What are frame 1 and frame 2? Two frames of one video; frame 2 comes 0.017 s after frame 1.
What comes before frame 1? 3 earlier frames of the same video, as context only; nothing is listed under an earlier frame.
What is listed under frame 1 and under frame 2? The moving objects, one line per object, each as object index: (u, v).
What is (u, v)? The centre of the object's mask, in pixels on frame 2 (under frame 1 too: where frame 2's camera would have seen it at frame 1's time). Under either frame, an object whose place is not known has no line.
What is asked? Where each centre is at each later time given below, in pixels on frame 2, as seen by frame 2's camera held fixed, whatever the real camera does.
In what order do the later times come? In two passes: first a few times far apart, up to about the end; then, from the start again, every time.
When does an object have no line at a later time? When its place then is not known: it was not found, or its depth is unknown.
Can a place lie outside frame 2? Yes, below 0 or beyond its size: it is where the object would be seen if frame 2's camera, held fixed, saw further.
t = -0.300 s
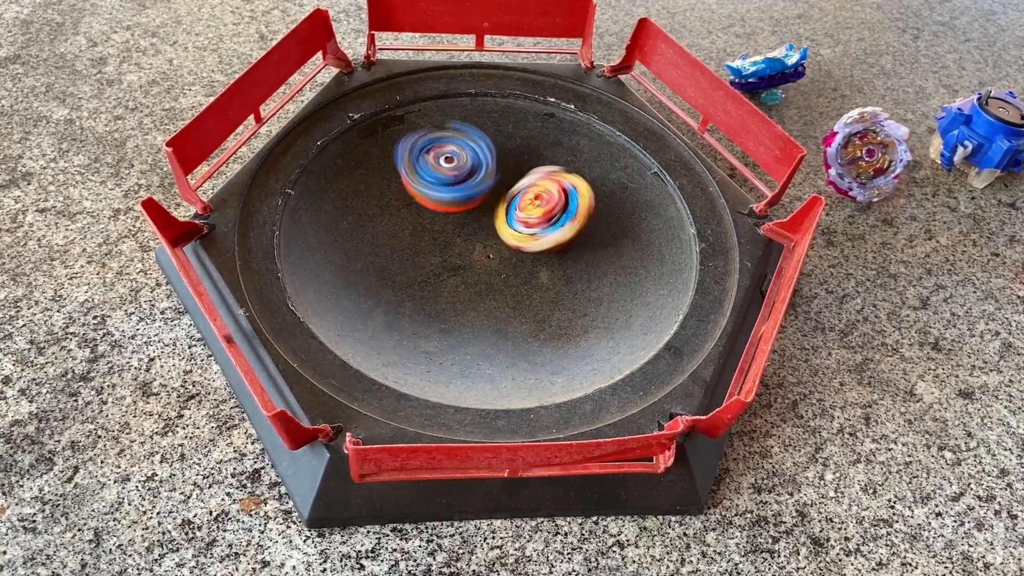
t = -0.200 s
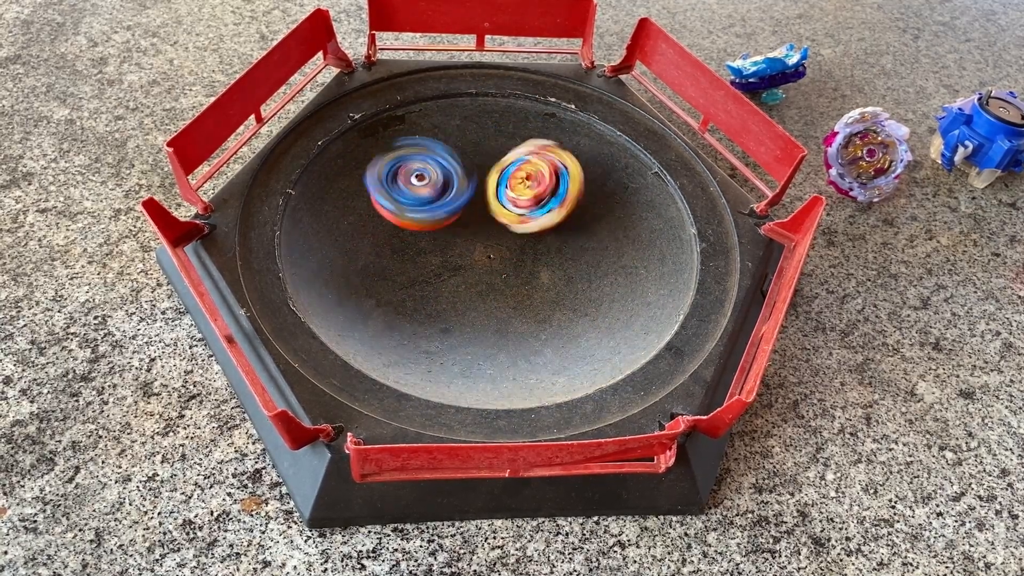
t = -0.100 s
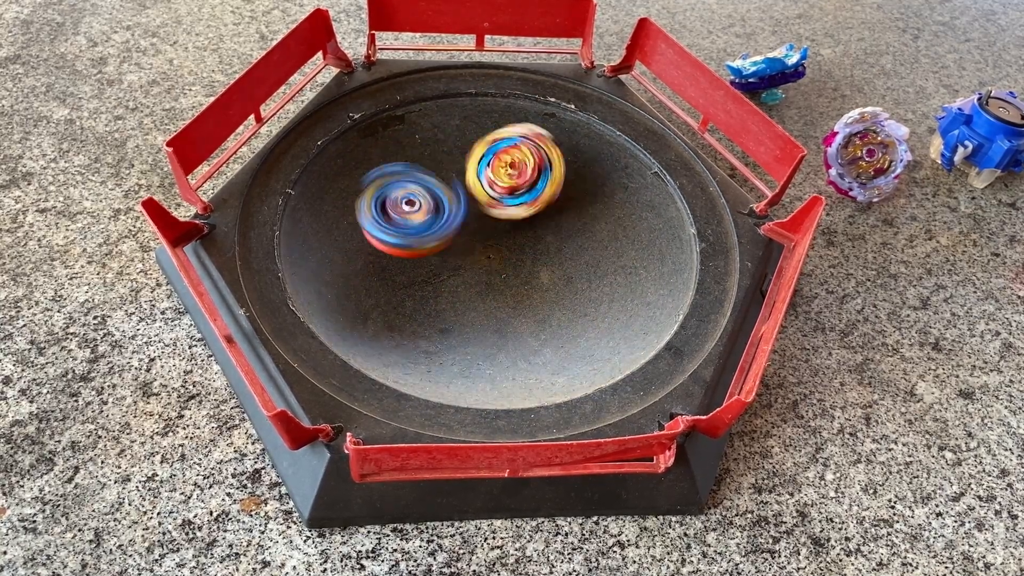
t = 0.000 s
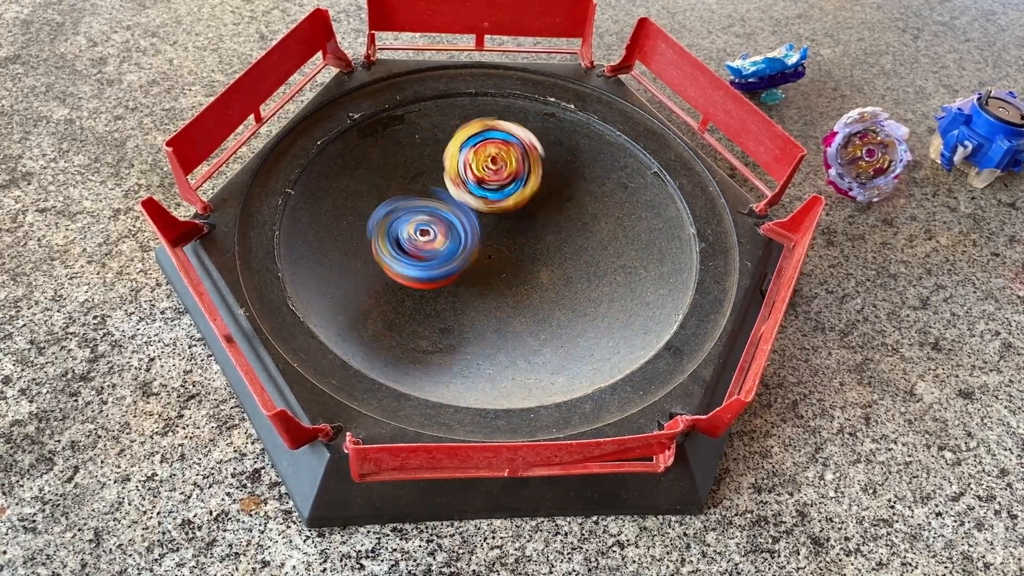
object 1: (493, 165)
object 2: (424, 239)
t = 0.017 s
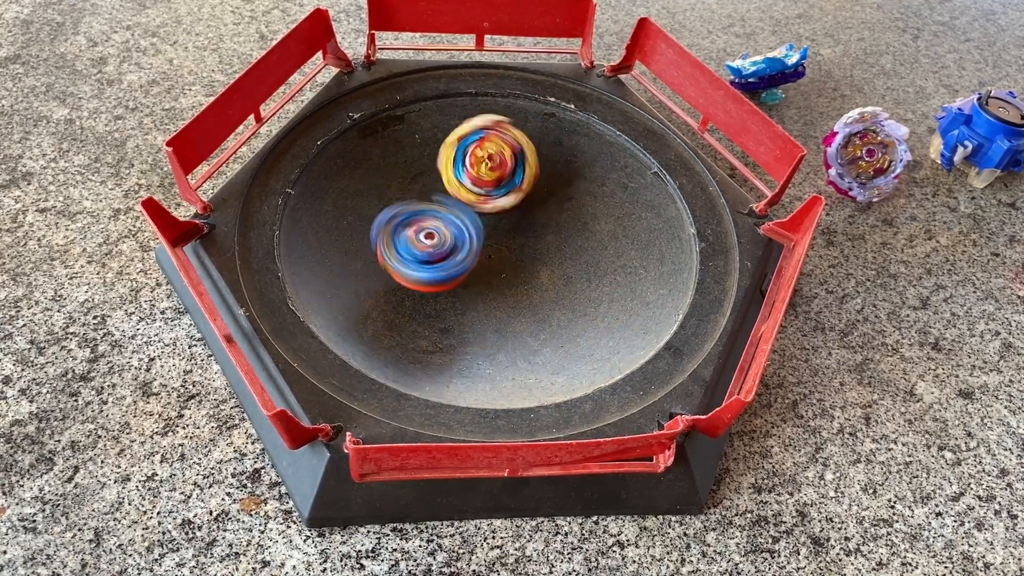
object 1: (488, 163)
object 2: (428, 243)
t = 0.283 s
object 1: (435, 193)
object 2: (520, 242)
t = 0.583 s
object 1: (463, 257)
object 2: (520, 170)
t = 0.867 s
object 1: (527, 248)
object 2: (440, 187)
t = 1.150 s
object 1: (538, 199)
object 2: (418, 256)
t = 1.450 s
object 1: (465, 181)
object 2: (498, 252)
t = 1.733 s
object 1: (417, 213)
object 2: (548, 221)
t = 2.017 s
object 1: (414, 248)
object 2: (490, 178)
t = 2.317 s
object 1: (410, 250)
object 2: (480, 139)
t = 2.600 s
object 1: (399, 239)
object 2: (486, 172)
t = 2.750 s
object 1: (408, 248)
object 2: (515, 205)
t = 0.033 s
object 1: (483, 162)
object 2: (434, 246)
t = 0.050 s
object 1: (479, 163)
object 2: (440, 249)
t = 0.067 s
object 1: (476, 164)
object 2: (445, 253)
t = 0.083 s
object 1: (471, 163)
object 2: (451, 253)
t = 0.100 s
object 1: (467, 163)
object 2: (459, 255)
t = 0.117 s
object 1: (463, 166)
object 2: (465, 257)
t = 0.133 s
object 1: (460, 167)
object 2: (470, 256)
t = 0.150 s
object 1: (456, 169)
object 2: (478, 256)
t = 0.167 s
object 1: (452, 171)
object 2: (485, 256)
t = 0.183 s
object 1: (449, 174)
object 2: (490, 255)
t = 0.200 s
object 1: (446, 175)
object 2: (497, 253)
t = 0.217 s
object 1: (443, 179)
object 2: (502, 251)
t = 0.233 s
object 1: (440, 182)
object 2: (506, 249)
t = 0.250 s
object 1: (439, 185)
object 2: (513, 246)
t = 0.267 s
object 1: (437, 188)
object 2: (517, 244)
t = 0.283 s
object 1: (435, 193)
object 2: (520, 242)
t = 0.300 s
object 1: (433, 196)
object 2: (525, 238)
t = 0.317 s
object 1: (433, 200)
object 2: (530, 235)
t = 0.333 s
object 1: (432, 204)
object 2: (532, 232)
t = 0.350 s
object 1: (432, 209)
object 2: (534, 227)
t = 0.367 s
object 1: (432, 212)
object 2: (538, 224)
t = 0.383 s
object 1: (433, 216)
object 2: (540, 220)
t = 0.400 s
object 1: (434, 220)
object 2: (541, 216)
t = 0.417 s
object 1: (435, 225)
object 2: (544, 212)
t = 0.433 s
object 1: (436, 229)
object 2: (544, 207)
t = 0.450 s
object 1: (438, 233)
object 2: (543, 202)
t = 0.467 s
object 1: (440, 236)
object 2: (542, 197)
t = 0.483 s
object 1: (443, 240)
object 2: (541, 192)
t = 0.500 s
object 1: (445, 242)
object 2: (538, 189)
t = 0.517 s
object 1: (449, 246)
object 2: (536, 184)
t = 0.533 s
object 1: (453, 249)
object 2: (534, 180)
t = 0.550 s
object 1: (457, 251)
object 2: (529, 177)
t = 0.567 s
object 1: (460, 254)
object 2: (523, 173)
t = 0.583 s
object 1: (463, 257)
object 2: (520, 170)
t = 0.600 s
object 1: (467, 258)
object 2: (515, 169)
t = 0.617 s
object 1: (472, 259)
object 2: (509, 166)
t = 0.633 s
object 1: (476, 260)
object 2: (505, 164)
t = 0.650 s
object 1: (480, 261)
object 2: (500, 163)
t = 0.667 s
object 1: (484, 262)
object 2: (493, 163)
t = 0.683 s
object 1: (489, 262)
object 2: (488, 162)
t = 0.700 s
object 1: (493, 262)
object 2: (483, 162)
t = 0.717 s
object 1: (497, 261)
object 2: (477, 163)
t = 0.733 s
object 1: (501, 261)
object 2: (471, 164)
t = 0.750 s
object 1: (505, 261)
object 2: (466, 165)
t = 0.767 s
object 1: (508, 259)
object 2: (461, 168)
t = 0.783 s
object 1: (511, 257)
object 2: (455, 170)
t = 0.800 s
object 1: (516, 255)
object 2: (452, 173)
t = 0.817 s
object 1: (521, 254)
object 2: (449, 176)
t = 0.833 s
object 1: (525, 251)
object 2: (445, 180)
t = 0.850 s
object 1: (526, 250)
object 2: (442, 183)
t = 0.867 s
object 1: (527, 248)
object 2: (440, 187)
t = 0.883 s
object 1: (526, 245)
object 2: (438, 192)
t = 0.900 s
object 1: (526, 242)
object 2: (435, 196)
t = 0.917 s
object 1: (527, 237)
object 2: (436, 200)
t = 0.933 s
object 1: (528, 233)
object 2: (436, 204)
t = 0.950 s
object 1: (532, 231)
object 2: (435, 209)
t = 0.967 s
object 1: (538, 227)
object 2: (430, 212)
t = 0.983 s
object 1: (543, 224)
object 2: (426, 215)
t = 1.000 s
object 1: (547, 220)
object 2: (422, 220)
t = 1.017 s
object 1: (548, 217)
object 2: (419, 224)
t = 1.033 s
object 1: (549, 213)
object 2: (417, 227)
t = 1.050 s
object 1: (549, 210)
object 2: (415, 232)
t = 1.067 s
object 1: (549, 207)
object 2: (413, 236)
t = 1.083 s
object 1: (548, 205)
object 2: (413, 239)
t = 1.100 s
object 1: (545, 201)
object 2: (414, 244)
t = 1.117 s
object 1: (542, 199)
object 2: (414, 249)
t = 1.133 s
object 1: (540, 199)
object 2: (415, 252)
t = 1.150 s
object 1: (538, 199)
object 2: (418, 256)
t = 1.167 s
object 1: (537, 199)
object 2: (421, 259)
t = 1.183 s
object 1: (535, 198)
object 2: (424, 263)
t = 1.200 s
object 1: (534, 196)
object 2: (427, 265)
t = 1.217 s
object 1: (532, 193)
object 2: (433, 267)
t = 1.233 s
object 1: (528, 189)
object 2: (438, 269)
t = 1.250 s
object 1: (523, 186)
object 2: (443, 271)
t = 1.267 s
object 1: (518, 184)
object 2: (450, 270)
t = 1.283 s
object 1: (512, 184)
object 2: (455, 271)
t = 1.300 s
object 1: (507, 185)
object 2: (459, 271)
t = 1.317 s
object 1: (502, 186)
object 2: (465, 269)
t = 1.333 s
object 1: (496, 186)
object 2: (471, 268)
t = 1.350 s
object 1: (491, 186)
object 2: (475, 266)
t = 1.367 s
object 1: (488, 185)
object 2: (479, 265)
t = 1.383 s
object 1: (485, 184)
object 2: (483, 260)
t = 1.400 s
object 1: (481, 184)
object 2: (489, 260)
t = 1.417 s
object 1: (478, 183)
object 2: (492, 254)
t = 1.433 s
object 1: (473, 181)
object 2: (493, 254)
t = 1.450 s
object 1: (465, 181)
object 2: (498, 252)
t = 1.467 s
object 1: (459, 182)
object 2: (503, 252)
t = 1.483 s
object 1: (454, 183)
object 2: (506, 253)
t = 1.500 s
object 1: (449, 185)
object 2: (510, 252)
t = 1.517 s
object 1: (444, 186)
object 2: (515, 250)
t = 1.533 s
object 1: (441, 190)
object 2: (520, 251)
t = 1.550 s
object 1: (437, 193)
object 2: (523, 250)
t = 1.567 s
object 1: (434, 197)
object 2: (526, 248)
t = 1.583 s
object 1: (432, 200)
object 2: (531, 246)
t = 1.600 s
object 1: (430, 203)
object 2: (535, 244)
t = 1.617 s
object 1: (428, 205)
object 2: (537, 242)
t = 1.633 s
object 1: (427, 206)
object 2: (540, 239)
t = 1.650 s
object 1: (425, 207)
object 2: (543, 237)
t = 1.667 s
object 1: (423, 208)
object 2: (545, 234)
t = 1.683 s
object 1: (421, 210)
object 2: (545, 231)
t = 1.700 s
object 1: (420, 211)
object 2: (547, 227)
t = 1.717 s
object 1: (418, 212)
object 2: (548, 224)
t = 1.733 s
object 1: (417, 213)
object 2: (548, 221)
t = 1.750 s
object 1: (416, 215)
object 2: (546, 217)
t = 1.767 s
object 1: (415, 216)
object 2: (546, 213)
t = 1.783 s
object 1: (415, 218)
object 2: (545, 210)
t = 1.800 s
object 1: (415, 220)
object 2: (542, 207)
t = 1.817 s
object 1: (415, 222)
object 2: (538, 203)
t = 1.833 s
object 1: (415, 224)
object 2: (538, 200)
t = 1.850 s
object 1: (416, 226)
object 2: (536, 197)
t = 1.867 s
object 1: (416, 228)
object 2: (532, 195)
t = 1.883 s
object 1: (416, 230)
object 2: (527, 192)
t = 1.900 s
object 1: (417, 233)
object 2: (524, 190)
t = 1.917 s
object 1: (418, 236)
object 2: (521, 187)
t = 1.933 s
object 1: (418, 238)
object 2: (516, 186)
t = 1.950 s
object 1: (418, 241)
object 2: (511, 183)
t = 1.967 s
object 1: (417, 243)
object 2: (507, 181)
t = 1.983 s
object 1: (416, 245)
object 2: (502, 180)
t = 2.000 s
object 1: (415, 247)
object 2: (496, 180)
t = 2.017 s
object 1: (414, 248)
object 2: (490, 178)
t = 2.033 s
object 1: (414, 249)
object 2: (486, 178)
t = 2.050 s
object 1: (413, 250)
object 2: (481, 177)
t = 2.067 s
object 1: (413, 250)
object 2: (475, 178)
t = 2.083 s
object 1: (413, 250)
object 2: (469, 177)
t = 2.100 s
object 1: (413, 250)
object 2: (466, 177)
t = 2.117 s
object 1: (408, 250)
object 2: (471, 174)
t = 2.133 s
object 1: (405, 251)
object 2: (470, 171)
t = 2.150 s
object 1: (403, 252)
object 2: (471, 167)
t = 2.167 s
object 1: (403, 253)
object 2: (476, 165)
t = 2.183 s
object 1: (403, 253)
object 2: (477, 163)
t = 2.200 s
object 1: (404, 254)
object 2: (476, 160)
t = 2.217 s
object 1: (406, 254)
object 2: (477, 156)
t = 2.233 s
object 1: (408, 254)
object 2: (477, 152)
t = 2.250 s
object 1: (410, 254)
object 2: (480, 149)
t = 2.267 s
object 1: (410, 253)
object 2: (481, 147)
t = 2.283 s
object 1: (411, 253)
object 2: (479, 145)
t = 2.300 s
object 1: (410, 251)
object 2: (479, 142)
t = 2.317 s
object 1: (410, 250)
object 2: (480, 139)
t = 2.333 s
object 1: (409, 248)
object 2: (480, 138)
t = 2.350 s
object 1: (408, 248)
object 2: (479, 137)
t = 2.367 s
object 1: (407, 246)
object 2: (477, 137)
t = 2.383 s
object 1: (406, 245)
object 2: (477, 136)
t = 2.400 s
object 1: (405, 244)
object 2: (478, 137)
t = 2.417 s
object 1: (404, 242)
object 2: (477, 139)
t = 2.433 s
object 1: (403, 242)
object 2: (476, 141)
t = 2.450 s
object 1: (402, 240)
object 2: (475, 142)
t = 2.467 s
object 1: (401, 239)
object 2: (476, 144)
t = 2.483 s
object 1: (400, 239)
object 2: (477, 147)
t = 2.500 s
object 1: (399, 238)
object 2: (477, 150)
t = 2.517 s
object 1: (398, 238)
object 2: (477, 153)
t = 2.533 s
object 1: (398, 238)
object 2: (478, 156)
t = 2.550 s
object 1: (398, 238)
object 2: (481, 159)
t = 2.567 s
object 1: (398, 238)
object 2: (484, 164)
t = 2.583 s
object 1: (399, 238)
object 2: (485, 168)
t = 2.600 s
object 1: (399, 239)
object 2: (486, 172)
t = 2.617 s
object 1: (400, 239)
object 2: (488, 174)
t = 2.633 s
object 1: (401, 240)
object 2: (493, 177)
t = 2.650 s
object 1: (402, 241)
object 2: (497, 182)
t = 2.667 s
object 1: (404, 242)
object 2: (499, 187)
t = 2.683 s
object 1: (405, 243)
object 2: (500, 190)
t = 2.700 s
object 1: (405, 244)
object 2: (504, 192)
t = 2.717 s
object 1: (407, 246)
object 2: (509, 196)
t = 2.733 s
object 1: (408, 247)
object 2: (512, 201)
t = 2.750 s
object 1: (408, 248)
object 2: (515, 205)
